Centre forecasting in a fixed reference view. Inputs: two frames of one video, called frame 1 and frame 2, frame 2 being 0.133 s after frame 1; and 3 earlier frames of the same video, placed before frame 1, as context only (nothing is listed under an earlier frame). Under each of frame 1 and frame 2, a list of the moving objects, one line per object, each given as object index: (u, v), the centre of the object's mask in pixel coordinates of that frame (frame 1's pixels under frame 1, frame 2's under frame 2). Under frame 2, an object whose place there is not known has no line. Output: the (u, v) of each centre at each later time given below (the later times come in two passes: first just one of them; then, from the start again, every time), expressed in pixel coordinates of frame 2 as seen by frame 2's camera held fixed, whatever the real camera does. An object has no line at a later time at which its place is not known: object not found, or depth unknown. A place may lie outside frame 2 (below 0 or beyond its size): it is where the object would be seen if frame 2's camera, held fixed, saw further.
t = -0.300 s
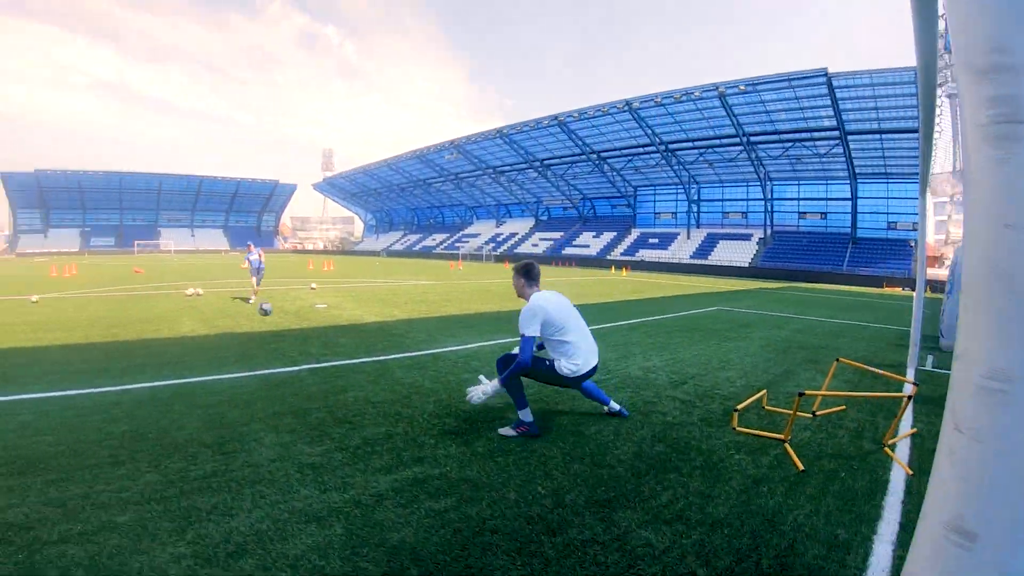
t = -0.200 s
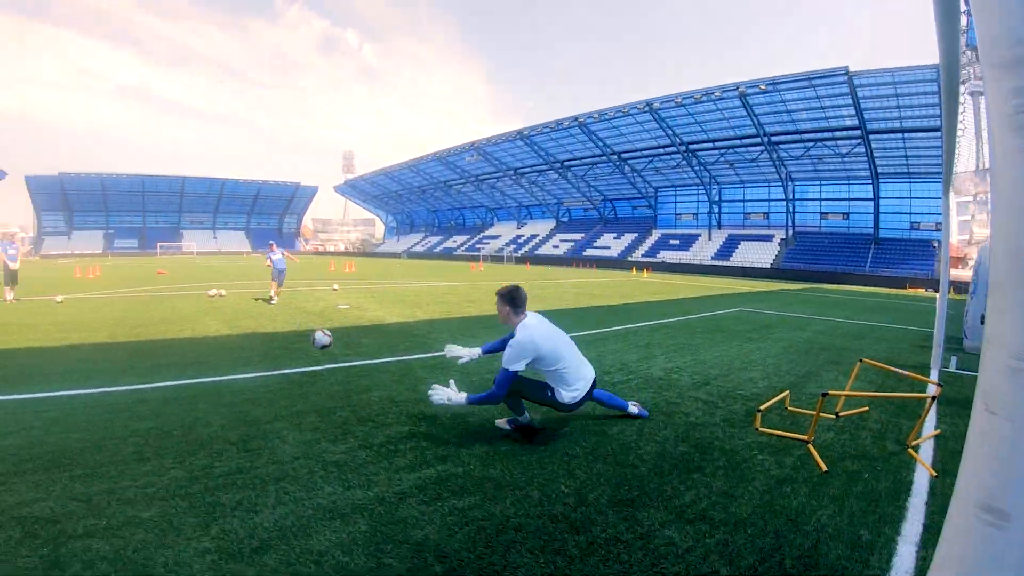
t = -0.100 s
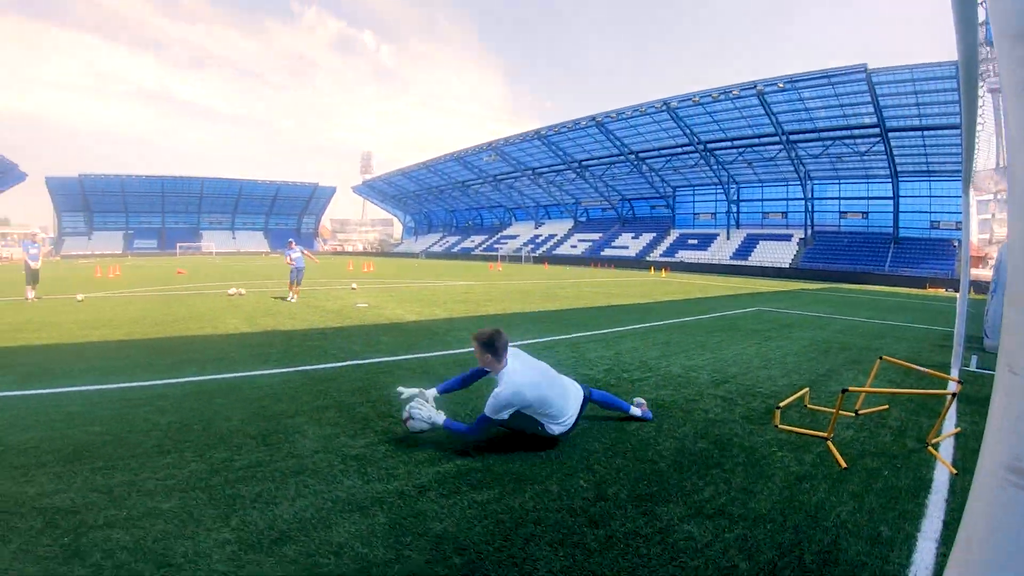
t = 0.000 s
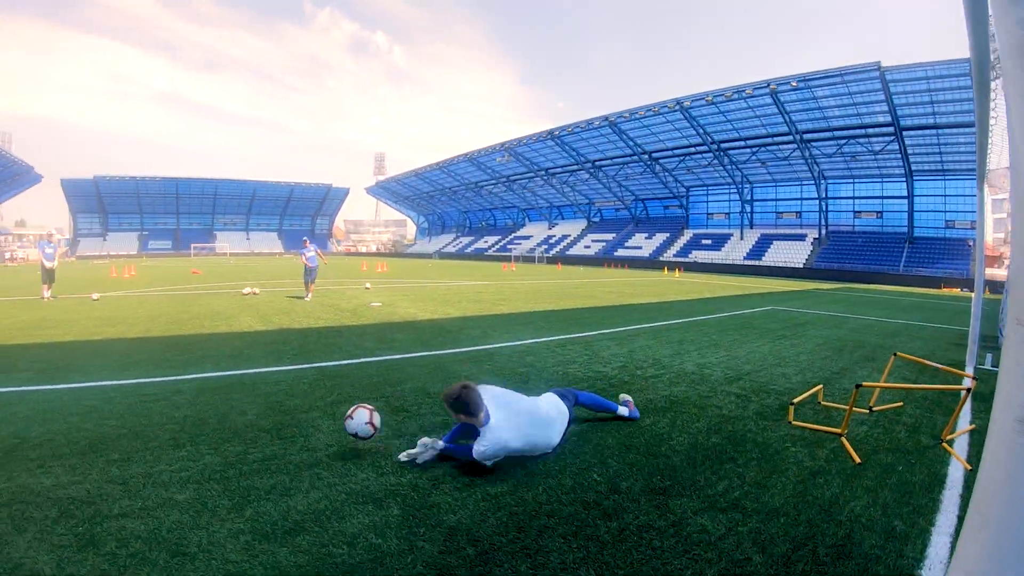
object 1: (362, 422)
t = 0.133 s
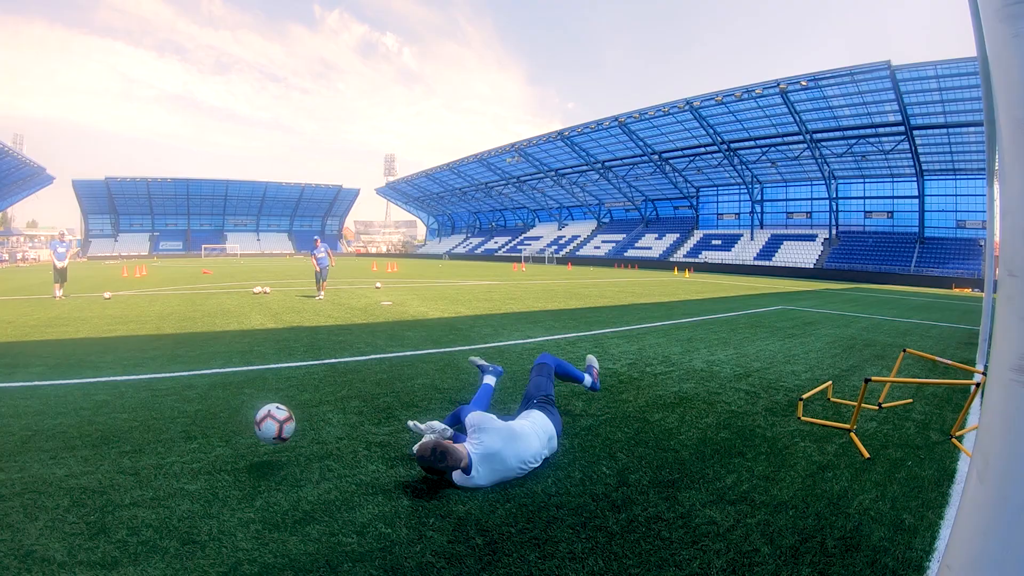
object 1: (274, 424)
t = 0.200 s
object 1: (219, 441)
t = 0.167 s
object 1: (247, 431)
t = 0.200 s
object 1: (219, 441)
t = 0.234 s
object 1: (189, 454)
